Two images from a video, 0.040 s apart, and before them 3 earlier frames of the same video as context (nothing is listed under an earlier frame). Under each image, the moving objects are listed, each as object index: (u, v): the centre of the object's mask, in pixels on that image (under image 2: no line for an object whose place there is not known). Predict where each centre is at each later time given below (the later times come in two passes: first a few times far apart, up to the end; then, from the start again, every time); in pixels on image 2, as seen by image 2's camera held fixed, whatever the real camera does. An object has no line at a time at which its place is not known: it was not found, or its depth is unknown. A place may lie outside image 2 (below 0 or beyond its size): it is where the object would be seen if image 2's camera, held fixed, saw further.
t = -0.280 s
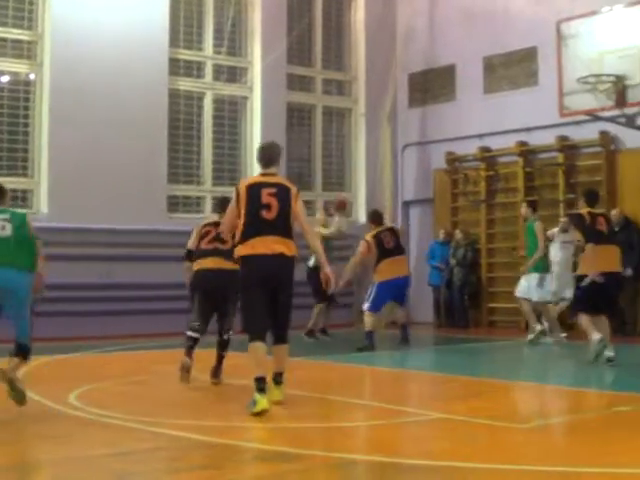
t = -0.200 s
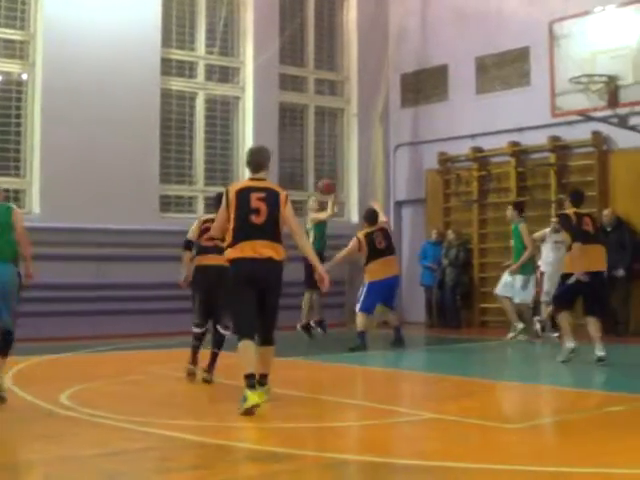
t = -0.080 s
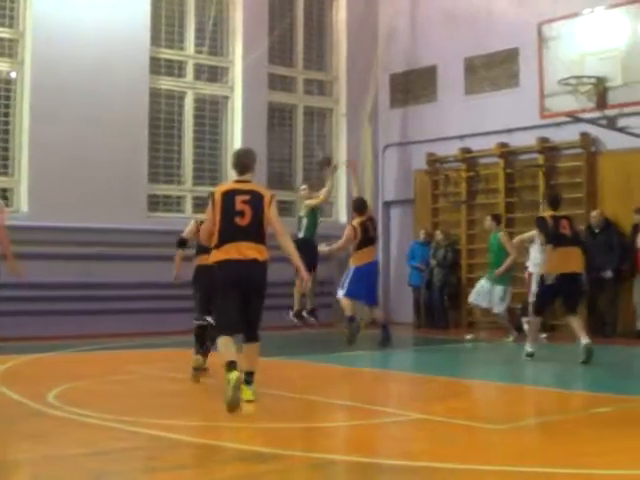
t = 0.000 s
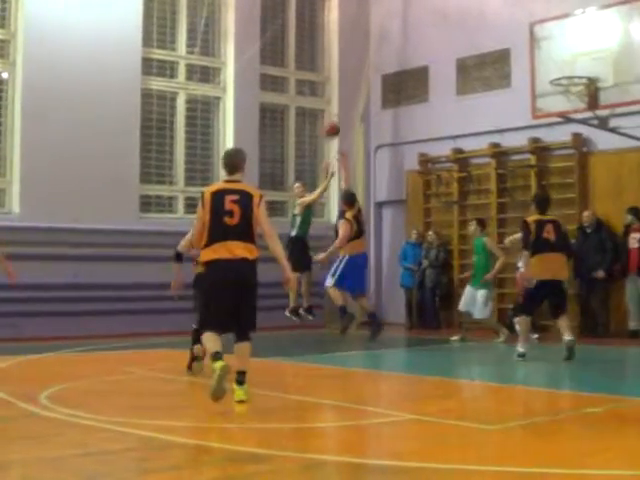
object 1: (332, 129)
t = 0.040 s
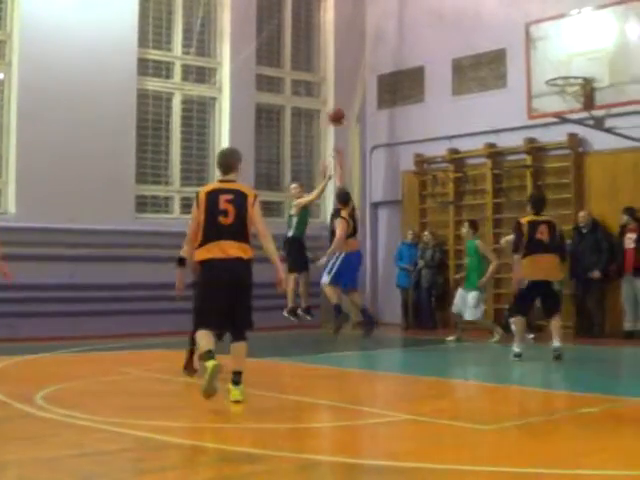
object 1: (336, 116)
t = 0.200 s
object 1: (369, 70)
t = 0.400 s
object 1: (414, 36)
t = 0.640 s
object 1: (475, 32)
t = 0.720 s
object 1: (496, 42)
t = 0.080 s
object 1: (345, 103)
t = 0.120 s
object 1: (352, 92)
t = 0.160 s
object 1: (360, 80)
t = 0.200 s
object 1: (369, 70)
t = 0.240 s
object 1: (378, 62)
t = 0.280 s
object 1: (387, 54)
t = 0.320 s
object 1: (396, 47)
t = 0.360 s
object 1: (405, 41)
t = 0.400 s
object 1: (414, 36)
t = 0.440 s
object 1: (424, 32)
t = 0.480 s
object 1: (433, 30)
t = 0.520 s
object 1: (443, 29)
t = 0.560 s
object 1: (453, 28)
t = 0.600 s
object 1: (464, 30)
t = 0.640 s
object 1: (475, 32)
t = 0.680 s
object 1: (485, 36)
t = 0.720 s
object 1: (496, 42)
